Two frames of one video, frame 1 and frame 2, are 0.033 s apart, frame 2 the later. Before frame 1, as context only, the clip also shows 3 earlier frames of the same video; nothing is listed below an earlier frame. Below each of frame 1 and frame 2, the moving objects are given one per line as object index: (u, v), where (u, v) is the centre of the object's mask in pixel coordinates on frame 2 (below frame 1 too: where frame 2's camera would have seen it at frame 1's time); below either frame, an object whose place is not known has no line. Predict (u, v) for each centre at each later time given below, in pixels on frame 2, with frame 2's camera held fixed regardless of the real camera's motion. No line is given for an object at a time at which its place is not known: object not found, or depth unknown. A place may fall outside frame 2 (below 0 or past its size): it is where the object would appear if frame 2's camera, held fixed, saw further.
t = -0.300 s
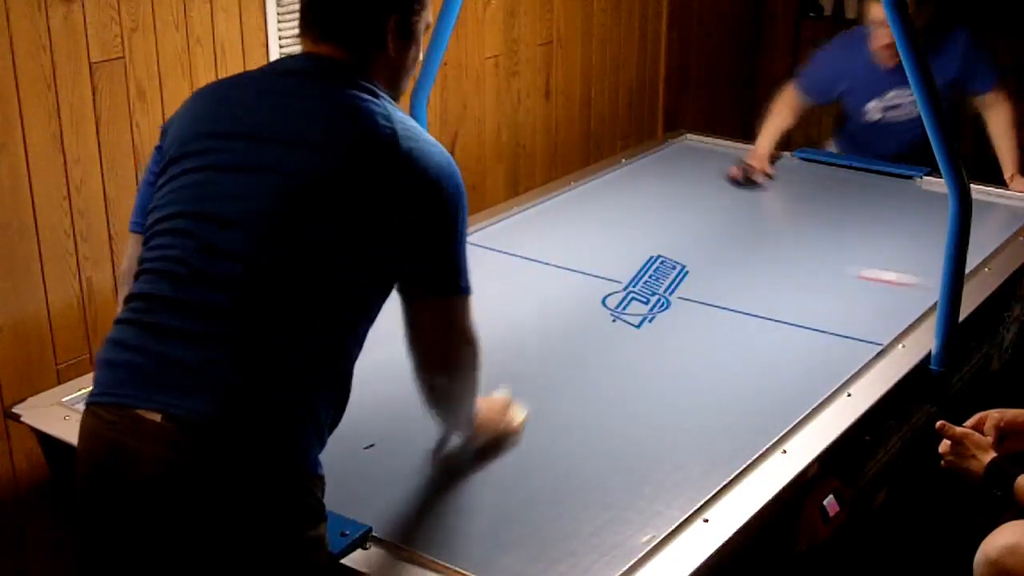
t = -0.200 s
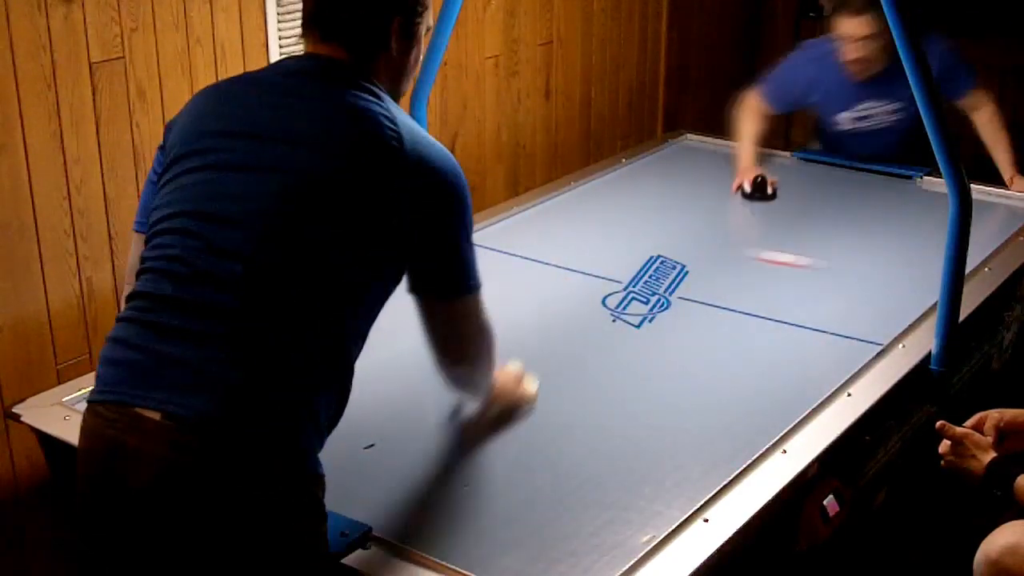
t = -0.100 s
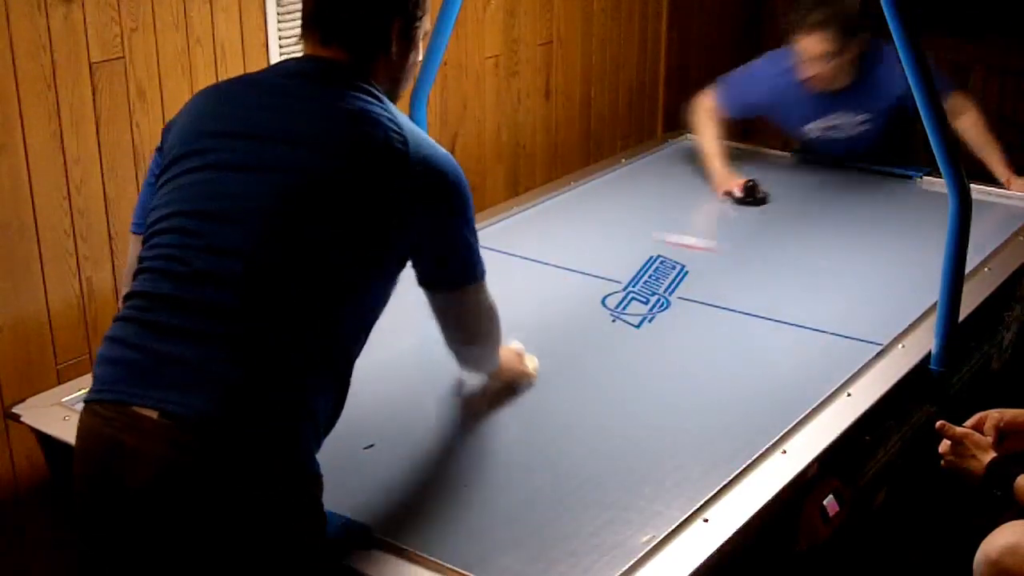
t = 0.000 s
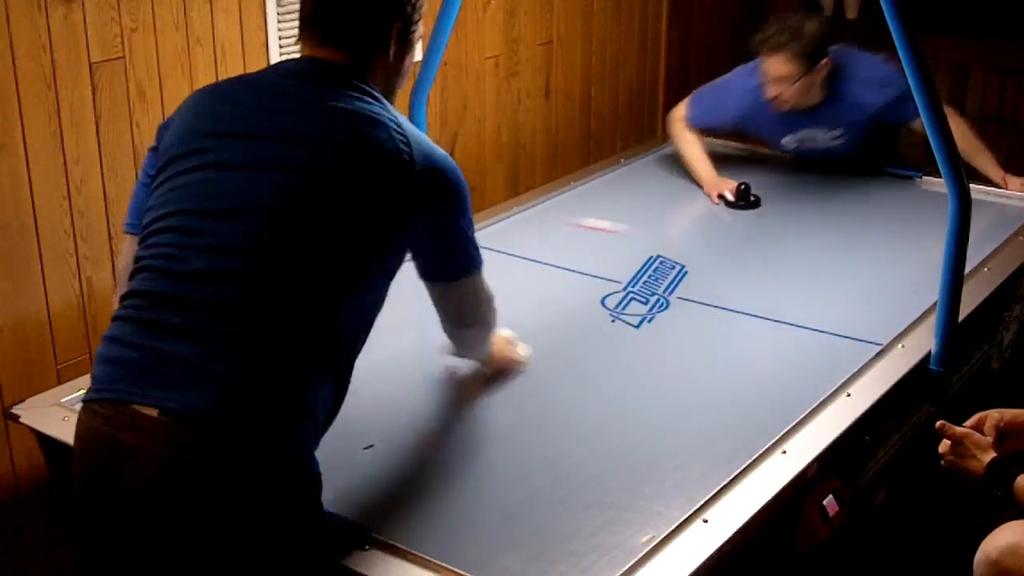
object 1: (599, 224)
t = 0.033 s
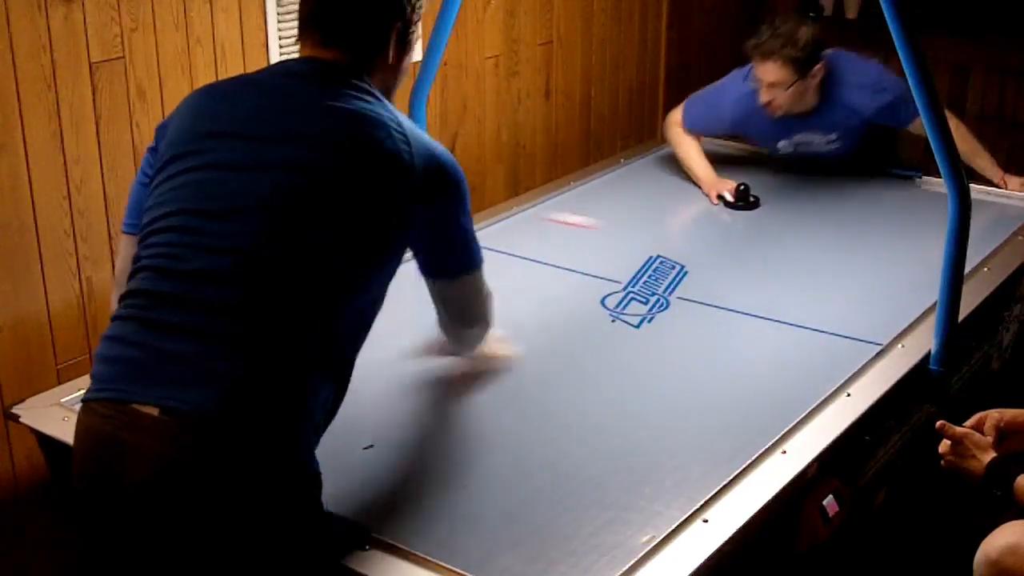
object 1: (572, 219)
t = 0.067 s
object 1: (549, 215)
